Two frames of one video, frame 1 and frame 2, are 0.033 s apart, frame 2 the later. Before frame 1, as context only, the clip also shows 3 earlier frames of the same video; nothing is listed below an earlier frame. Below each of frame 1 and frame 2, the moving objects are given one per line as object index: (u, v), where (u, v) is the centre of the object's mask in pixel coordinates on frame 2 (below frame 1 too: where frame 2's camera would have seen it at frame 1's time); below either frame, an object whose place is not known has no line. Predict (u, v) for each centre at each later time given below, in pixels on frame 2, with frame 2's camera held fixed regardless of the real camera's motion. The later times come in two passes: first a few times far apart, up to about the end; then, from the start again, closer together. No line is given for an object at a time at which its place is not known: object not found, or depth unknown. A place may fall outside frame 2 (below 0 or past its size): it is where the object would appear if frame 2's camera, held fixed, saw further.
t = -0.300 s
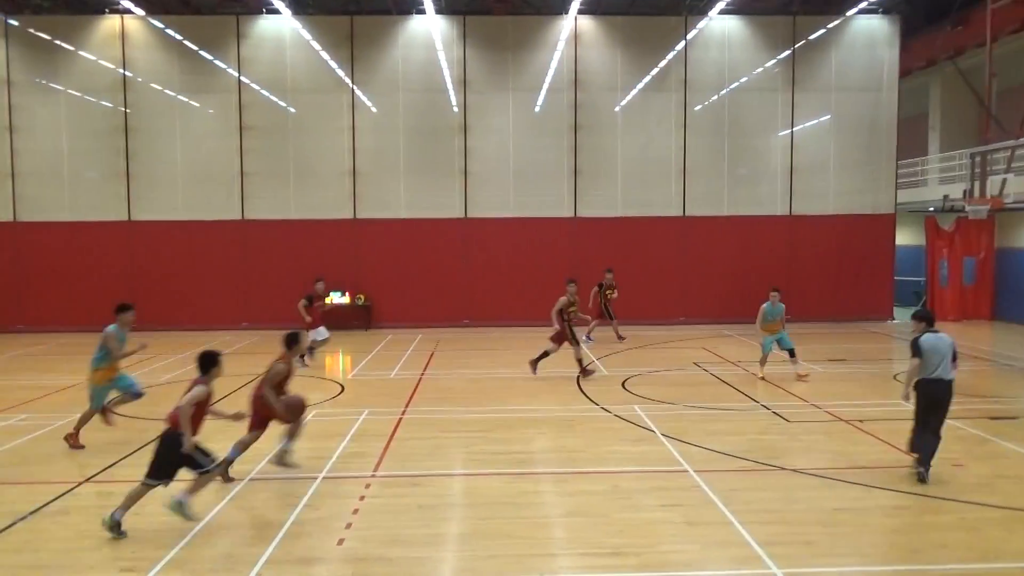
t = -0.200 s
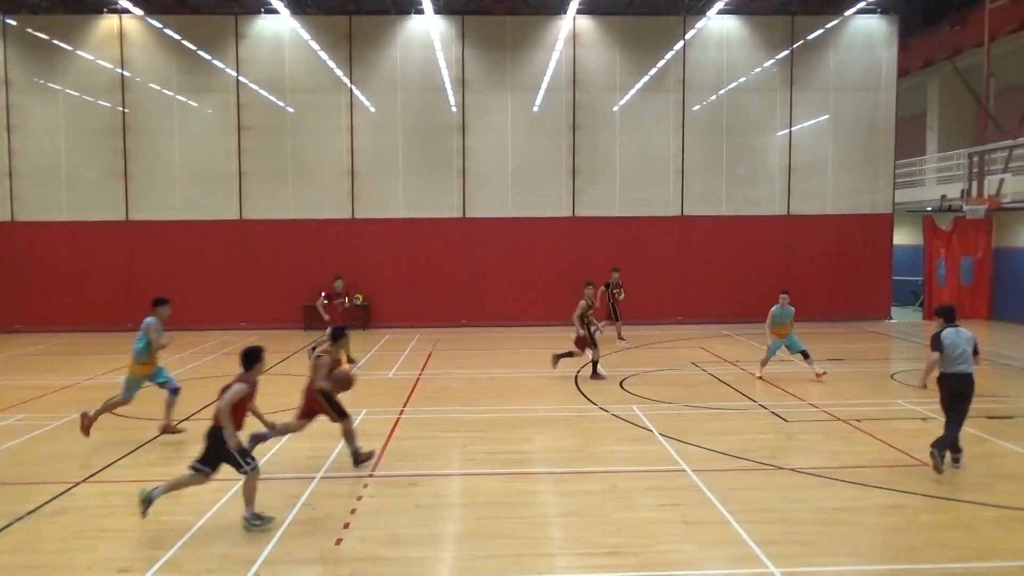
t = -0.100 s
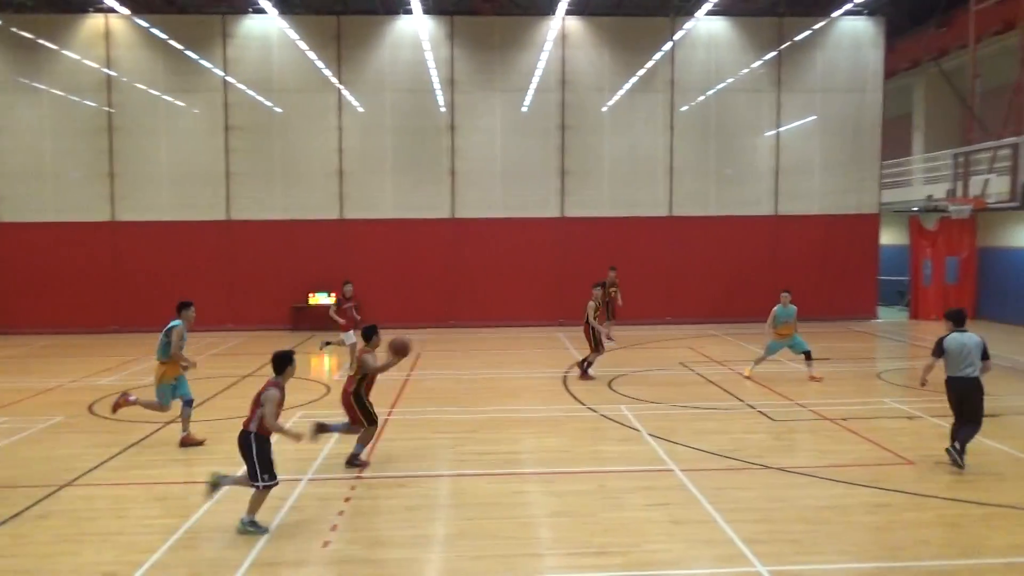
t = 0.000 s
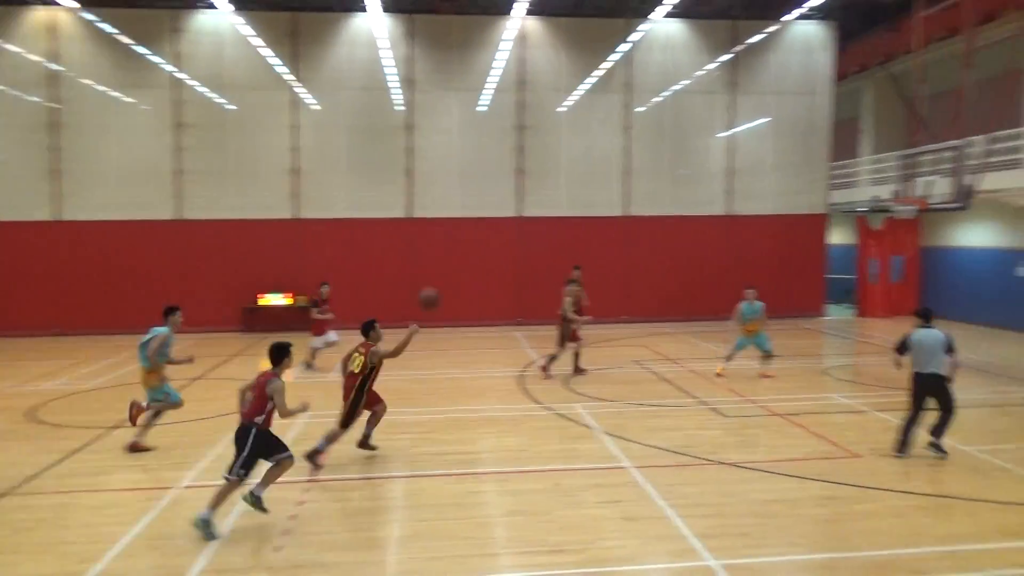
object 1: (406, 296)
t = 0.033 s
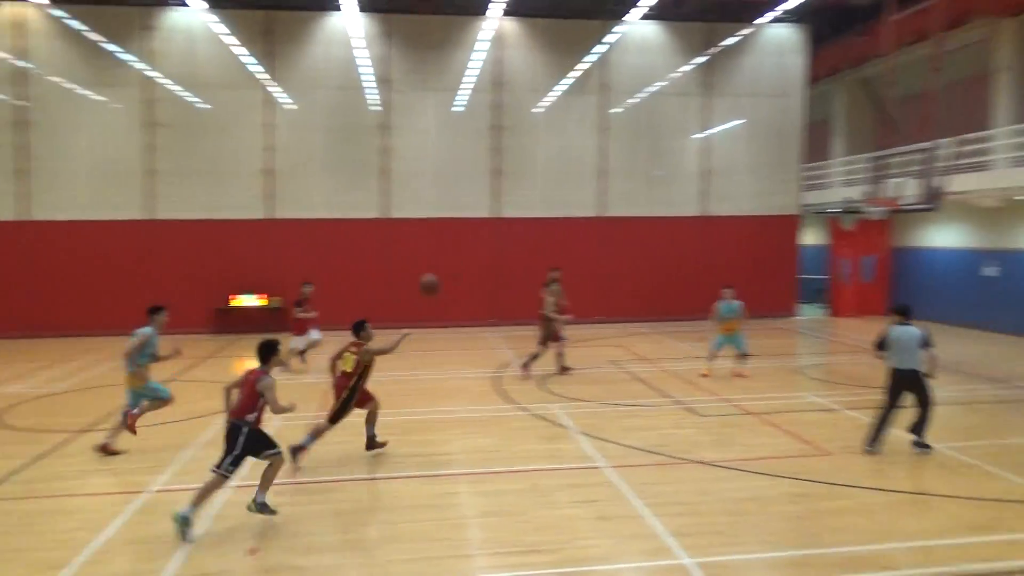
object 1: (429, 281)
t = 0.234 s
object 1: (548, 221)
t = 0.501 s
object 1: (677, 202)
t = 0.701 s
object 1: (755, 218)
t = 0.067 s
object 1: (450, 266)
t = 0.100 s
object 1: (472, 256)
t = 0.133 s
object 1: (491, 246)
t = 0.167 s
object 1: (512, 236)
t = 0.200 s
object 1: (530, 227)
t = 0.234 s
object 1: (548, 221)
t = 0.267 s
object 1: (565, 215)
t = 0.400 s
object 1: (632, 202)
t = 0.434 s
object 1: (647, 202)
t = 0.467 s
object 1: (663, 201)
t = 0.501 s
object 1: (677, 202)
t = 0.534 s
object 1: (690, 204)
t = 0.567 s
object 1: (704, 205)
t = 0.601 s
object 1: (717, 207)
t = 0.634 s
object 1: (730, 210)
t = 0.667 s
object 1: (743, 212)
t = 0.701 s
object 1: (755, 218)
